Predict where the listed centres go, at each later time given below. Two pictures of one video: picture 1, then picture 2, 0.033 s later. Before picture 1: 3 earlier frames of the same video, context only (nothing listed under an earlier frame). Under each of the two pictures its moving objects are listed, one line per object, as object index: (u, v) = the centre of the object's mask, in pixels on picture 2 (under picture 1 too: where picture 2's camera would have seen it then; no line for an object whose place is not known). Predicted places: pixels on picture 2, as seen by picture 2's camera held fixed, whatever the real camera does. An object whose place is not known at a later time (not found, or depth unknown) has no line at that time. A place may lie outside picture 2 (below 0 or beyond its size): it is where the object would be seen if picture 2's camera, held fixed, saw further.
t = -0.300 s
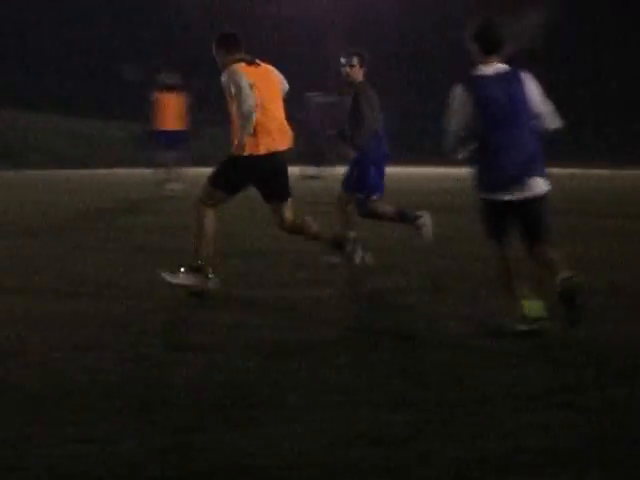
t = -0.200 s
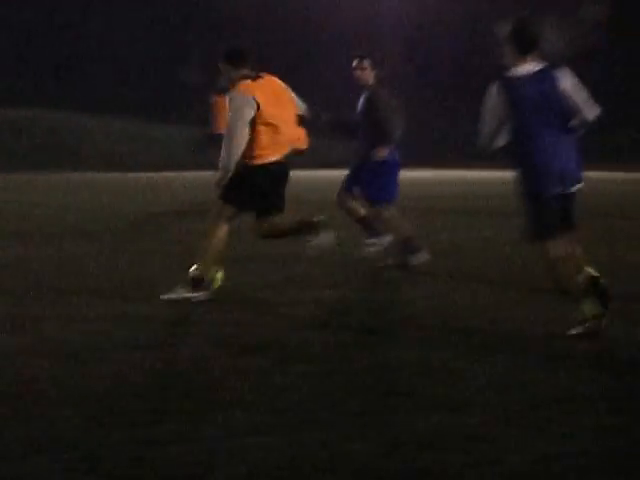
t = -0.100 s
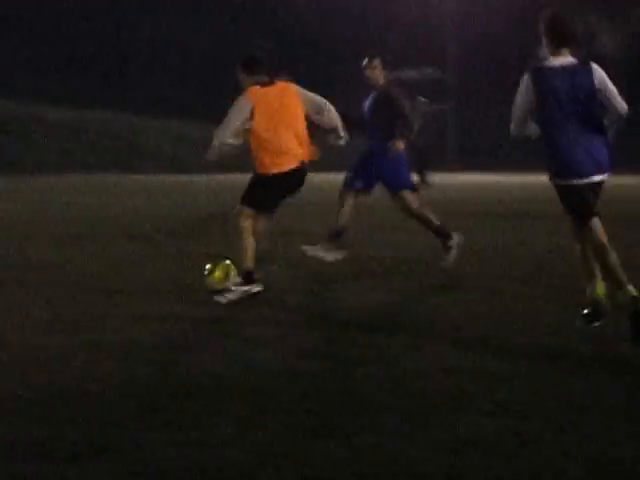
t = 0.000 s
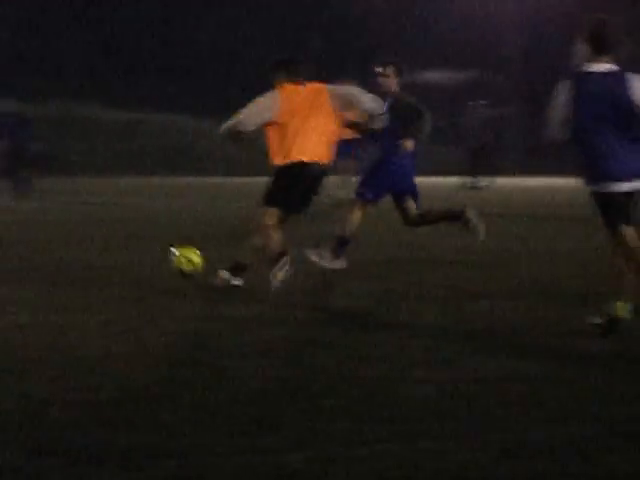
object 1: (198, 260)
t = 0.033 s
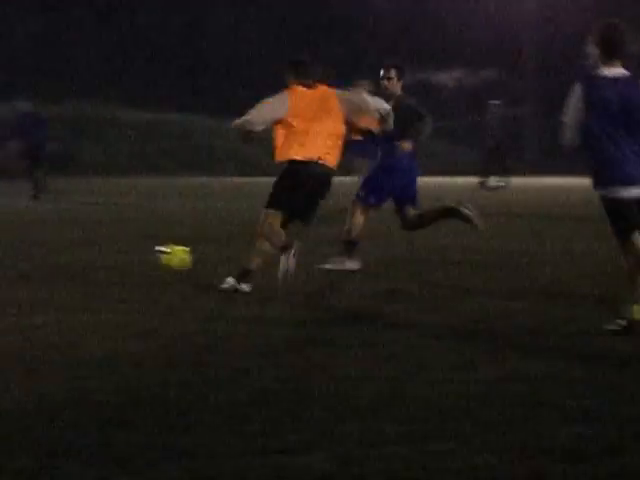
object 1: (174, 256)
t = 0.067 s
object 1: (147, 256)
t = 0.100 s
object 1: (119, 251)
